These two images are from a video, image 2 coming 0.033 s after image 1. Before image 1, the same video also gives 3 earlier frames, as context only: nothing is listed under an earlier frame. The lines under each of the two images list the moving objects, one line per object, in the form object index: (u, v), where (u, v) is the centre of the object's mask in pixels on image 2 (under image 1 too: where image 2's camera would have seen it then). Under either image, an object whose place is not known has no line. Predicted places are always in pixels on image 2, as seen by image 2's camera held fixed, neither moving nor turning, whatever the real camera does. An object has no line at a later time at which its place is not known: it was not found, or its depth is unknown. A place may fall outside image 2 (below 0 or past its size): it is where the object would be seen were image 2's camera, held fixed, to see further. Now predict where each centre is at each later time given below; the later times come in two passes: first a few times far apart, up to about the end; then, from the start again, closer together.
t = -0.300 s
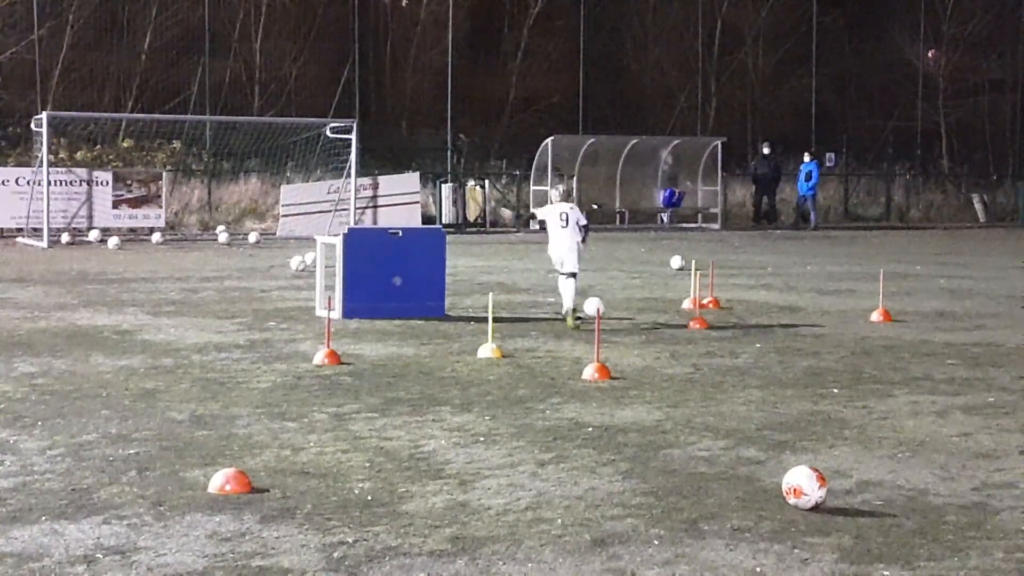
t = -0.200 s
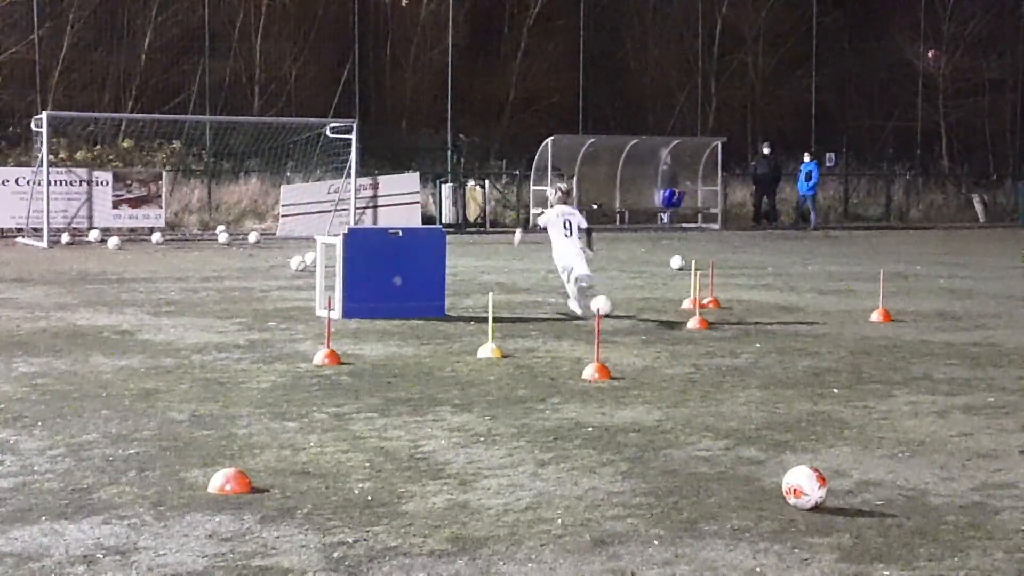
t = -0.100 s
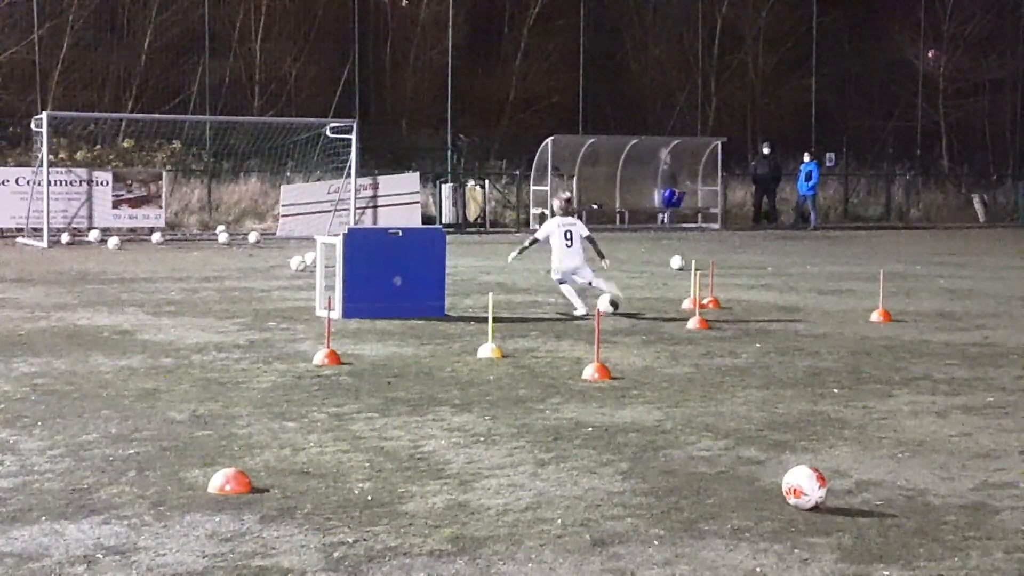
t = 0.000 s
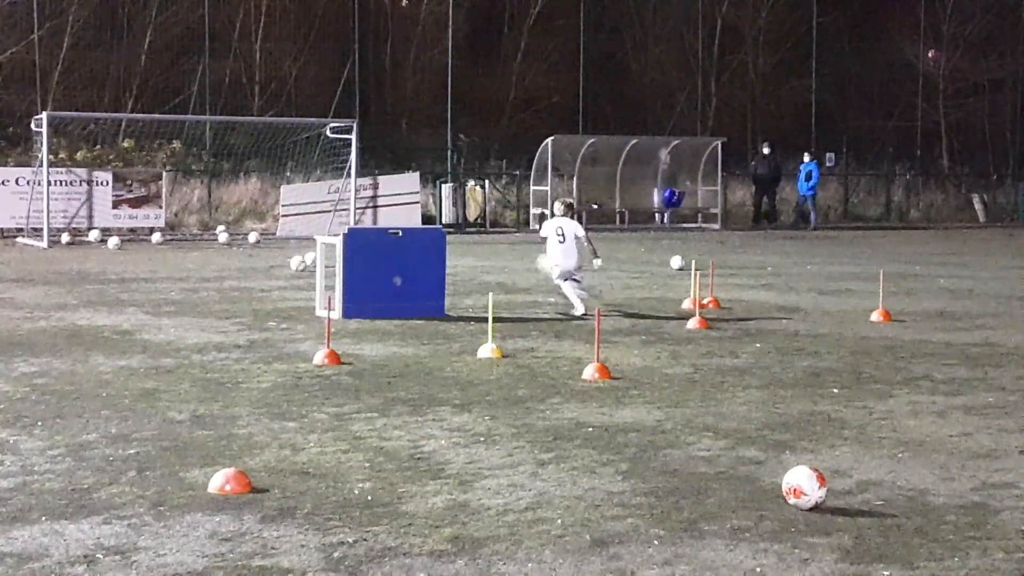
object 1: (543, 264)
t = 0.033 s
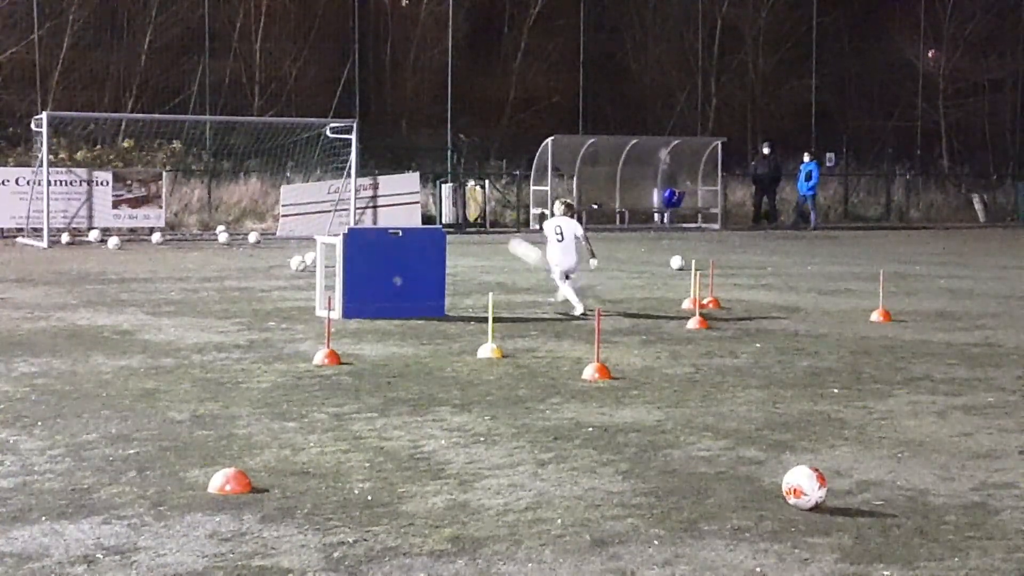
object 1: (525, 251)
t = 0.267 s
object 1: (362, 174)
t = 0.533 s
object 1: (216, 145)
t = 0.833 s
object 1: (102, 159)
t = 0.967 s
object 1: (86, 184)
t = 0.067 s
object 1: (499, 237)
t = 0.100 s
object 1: (473, 223)
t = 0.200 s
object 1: (402, 190)
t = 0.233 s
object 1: (378, 180)
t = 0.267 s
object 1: (362, 174)
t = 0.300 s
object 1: (339, 168)
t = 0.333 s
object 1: (321, 162)
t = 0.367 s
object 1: (302, 158)
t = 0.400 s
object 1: (284, 154)
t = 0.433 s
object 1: (267, 151)
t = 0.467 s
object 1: (249, 148)
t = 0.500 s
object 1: (233, 147)
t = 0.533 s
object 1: (216, 145)
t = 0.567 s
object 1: (200, 145)
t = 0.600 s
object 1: (185, 144)
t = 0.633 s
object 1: (170, 145)
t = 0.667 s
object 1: (157, 146)
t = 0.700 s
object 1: (141, 147)
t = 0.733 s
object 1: (128, 149)
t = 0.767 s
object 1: (116, 152)
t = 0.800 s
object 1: (107, 155)
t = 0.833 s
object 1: (102, 159)
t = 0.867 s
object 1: (98, 164)
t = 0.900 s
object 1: (93, 169)
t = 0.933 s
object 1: (88, 176)
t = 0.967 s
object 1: (86, 184)
